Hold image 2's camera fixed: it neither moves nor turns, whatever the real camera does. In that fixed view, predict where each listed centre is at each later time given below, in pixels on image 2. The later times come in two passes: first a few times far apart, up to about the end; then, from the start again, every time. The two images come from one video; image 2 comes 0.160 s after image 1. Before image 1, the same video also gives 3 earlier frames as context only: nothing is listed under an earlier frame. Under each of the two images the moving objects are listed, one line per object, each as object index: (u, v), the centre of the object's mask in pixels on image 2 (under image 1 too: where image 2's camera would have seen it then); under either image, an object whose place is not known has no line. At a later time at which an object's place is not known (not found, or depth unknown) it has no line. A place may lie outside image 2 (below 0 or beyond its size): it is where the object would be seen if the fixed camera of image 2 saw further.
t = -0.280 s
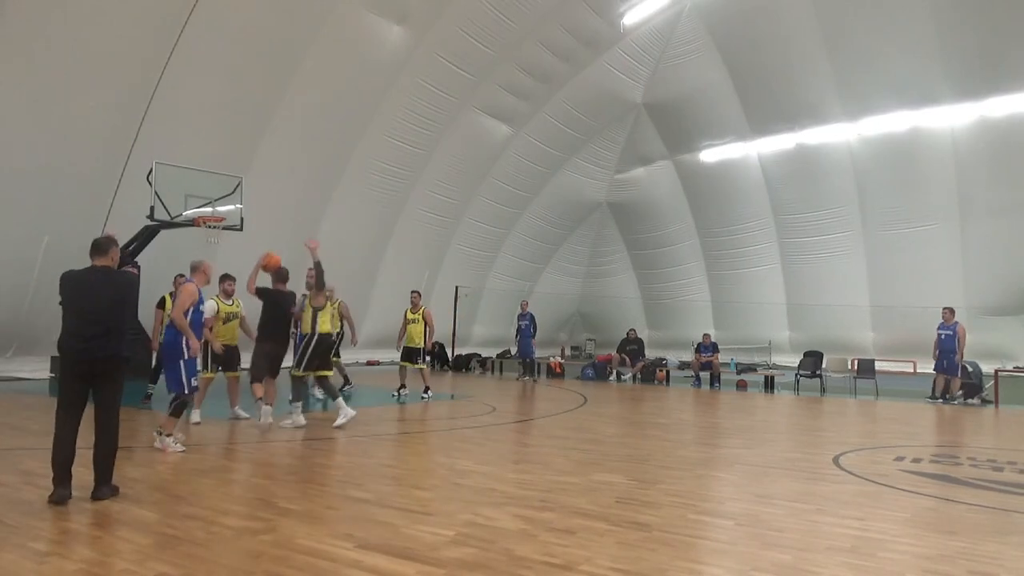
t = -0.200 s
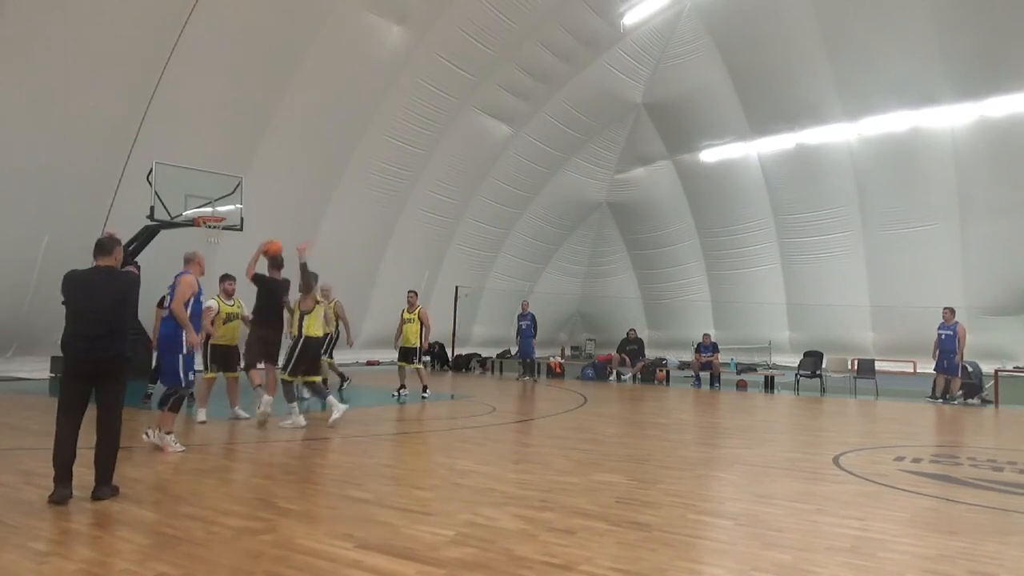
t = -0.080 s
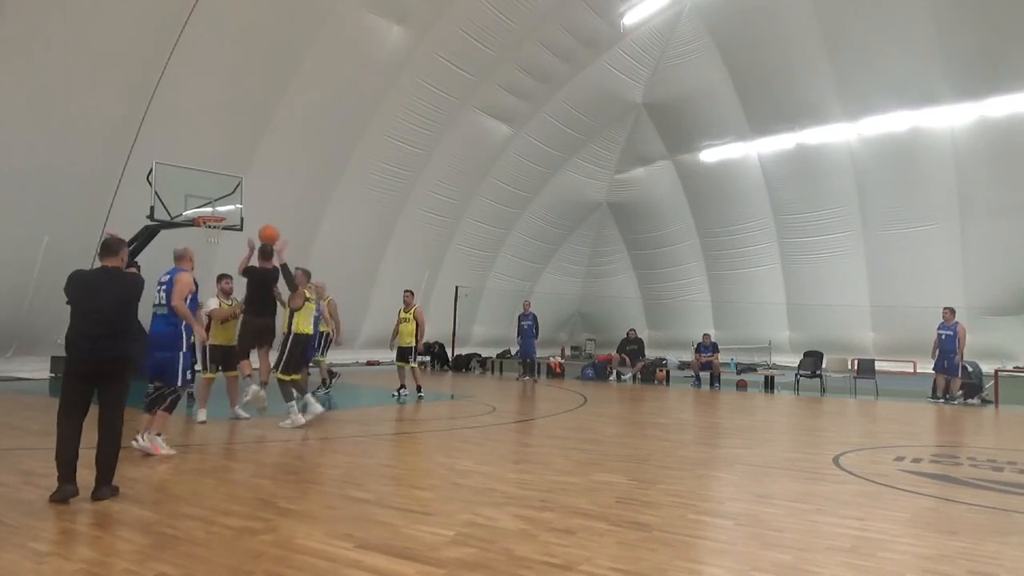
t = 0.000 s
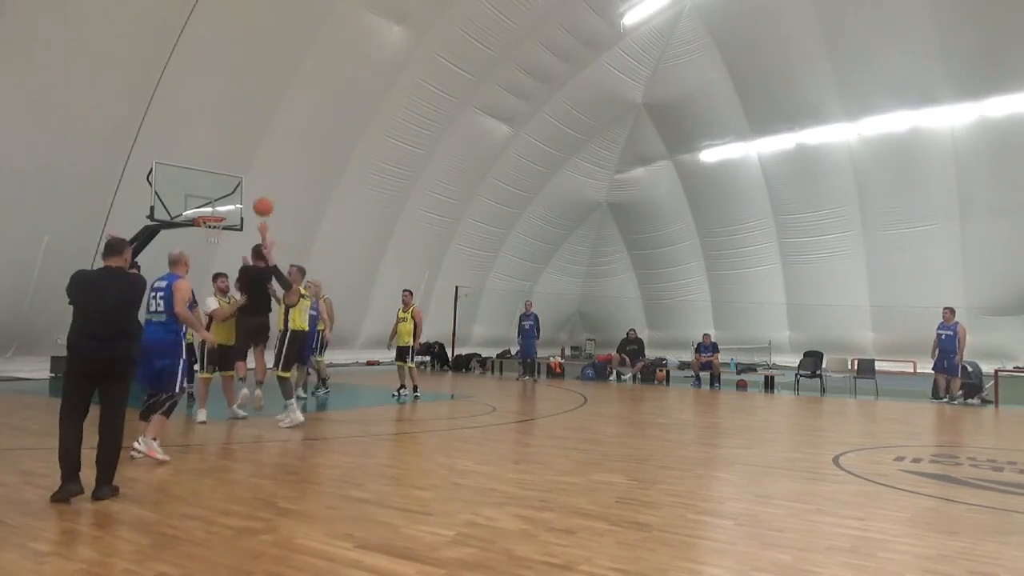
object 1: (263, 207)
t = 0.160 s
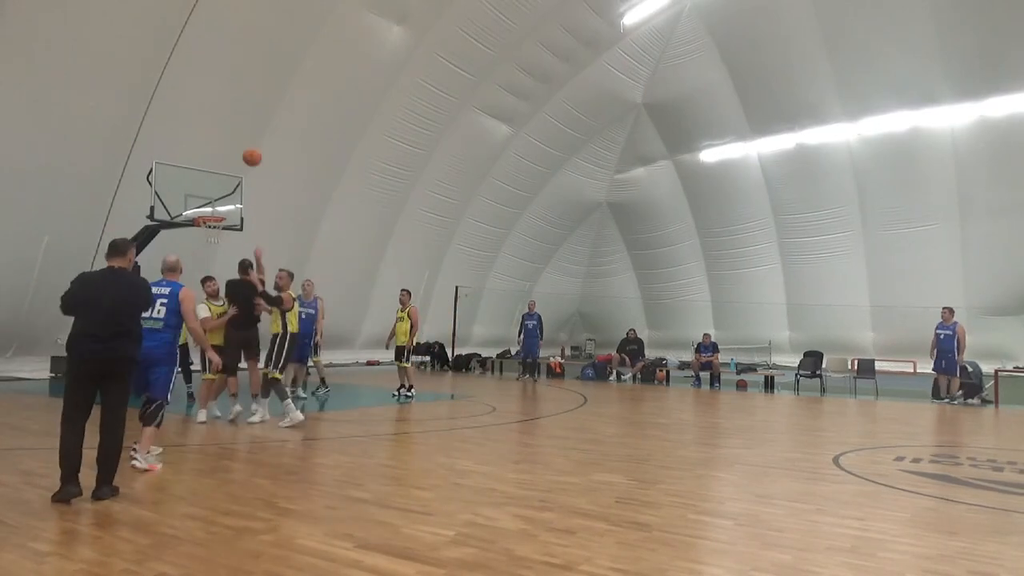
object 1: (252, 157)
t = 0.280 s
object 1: (244, 136)
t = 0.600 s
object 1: (226, 129)
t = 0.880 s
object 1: (211, 170)
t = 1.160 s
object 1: (224, 197)
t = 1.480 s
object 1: (285, 184)
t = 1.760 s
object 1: (336, 216)
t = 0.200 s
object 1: (249, 149)
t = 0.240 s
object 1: (247, 141)
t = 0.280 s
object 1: (244, 136)
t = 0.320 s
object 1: (242, 131)
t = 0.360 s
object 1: (239, 127)
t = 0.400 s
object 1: (237, 125)
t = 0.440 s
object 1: (234, 124)
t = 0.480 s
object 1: (232, 124)
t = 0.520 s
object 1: (230, 124)
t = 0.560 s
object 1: (228, 126)
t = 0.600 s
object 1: (226, 129)
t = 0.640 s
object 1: (223, 132)
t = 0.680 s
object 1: (221, 137)
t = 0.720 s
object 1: (219, 142)
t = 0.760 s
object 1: (217, 148)
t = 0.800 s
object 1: (215, 155)
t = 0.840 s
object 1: (213, 162)
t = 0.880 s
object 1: (211, 170)
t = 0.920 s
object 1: (209, 179)
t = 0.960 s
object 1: (207, 189)
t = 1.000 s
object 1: (206, 198)
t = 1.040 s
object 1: (204, 210)
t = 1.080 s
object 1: (209, 209)
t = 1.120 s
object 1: (216, 202)
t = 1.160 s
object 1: (224, 197)
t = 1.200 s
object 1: (232, 192)
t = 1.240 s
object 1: (240, 188)
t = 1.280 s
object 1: (248, 186)
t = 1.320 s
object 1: (255, 183)
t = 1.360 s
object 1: (263, 182)
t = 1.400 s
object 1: (270, 182)
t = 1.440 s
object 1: (278, 182)
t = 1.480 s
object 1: (285, 184)
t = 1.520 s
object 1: (293, 186)
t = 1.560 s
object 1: (300, 189)
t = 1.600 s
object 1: (307, 193)
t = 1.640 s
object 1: (314, 198)
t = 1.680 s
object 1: (321, 203)
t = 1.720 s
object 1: (329, 209)
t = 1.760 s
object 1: (336, 216)
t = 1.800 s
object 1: (342, 224)
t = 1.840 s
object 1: (349, 232)
